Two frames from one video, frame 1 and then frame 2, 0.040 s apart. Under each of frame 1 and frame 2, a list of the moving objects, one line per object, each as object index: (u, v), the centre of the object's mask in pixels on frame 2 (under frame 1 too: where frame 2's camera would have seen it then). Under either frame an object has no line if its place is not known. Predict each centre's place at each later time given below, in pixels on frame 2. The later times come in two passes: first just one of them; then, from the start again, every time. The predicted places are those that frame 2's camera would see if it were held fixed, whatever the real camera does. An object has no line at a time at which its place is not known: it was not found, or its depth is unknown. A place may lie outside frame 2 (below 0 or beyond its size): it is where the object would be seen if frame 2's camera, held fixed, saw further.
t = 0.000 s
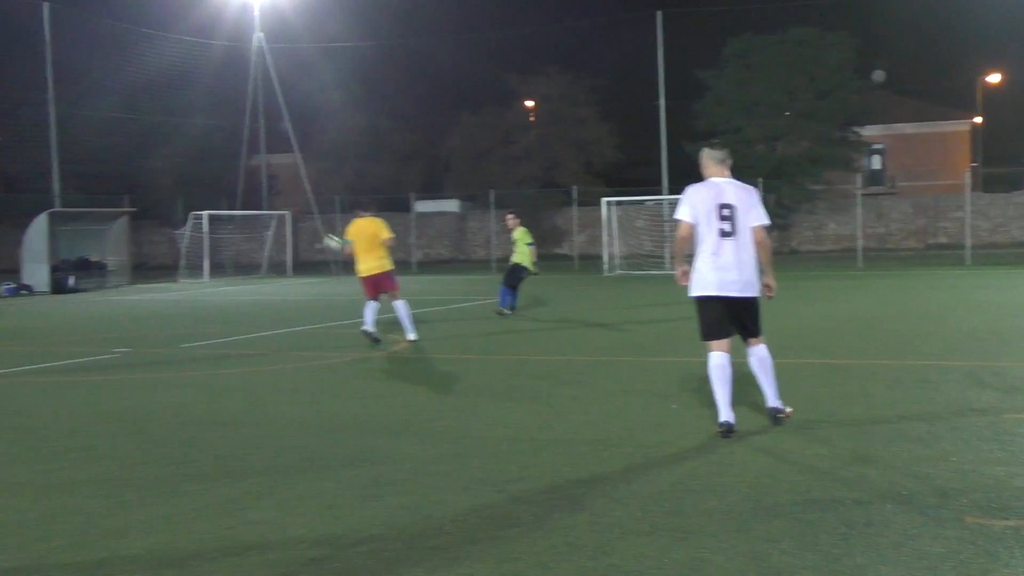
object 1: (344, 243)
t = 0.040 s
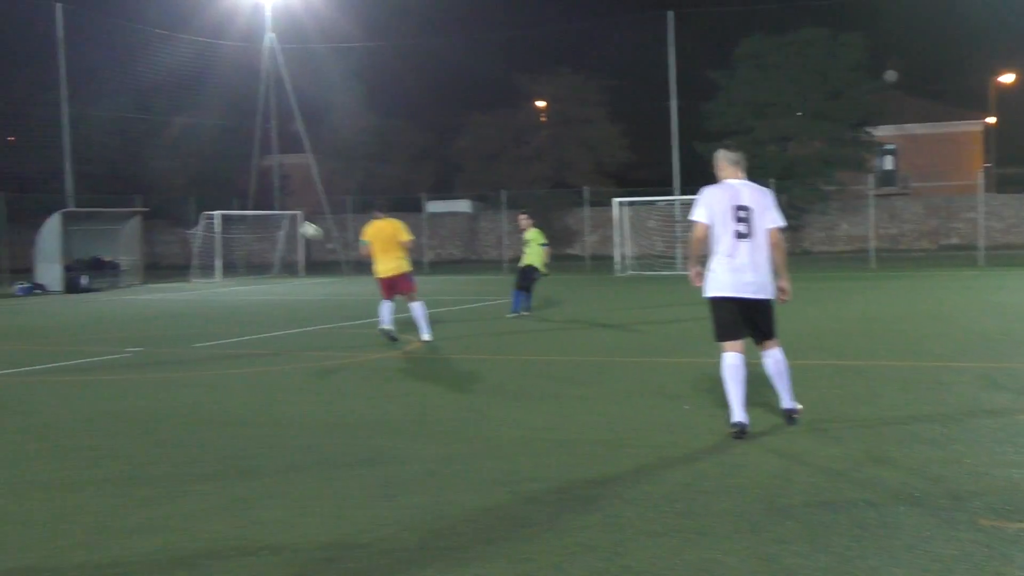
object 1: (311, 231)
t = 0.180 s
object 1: (172, 189)
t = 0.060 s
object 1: (291, 224)
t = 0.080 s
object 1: (274, 219)
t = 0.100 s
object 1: (254, 212)
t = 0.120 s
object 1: (234, 206)
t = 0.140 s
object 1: (214, 201)
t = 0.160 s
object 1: (193, 195)
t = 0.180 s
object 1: (172, 189)
